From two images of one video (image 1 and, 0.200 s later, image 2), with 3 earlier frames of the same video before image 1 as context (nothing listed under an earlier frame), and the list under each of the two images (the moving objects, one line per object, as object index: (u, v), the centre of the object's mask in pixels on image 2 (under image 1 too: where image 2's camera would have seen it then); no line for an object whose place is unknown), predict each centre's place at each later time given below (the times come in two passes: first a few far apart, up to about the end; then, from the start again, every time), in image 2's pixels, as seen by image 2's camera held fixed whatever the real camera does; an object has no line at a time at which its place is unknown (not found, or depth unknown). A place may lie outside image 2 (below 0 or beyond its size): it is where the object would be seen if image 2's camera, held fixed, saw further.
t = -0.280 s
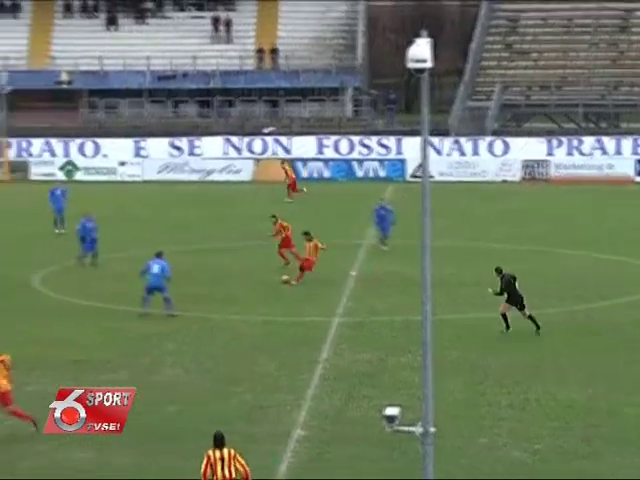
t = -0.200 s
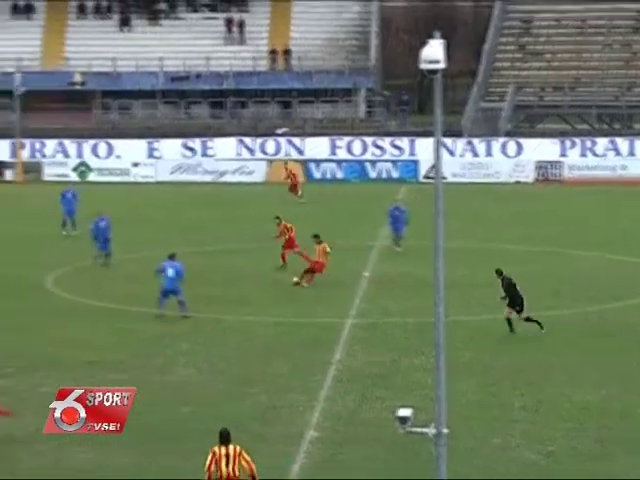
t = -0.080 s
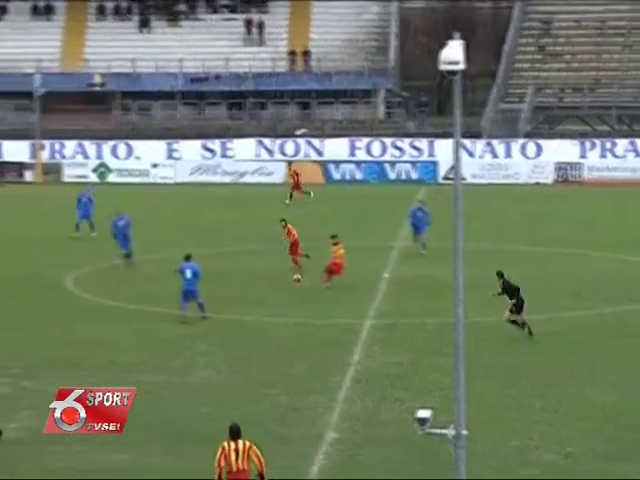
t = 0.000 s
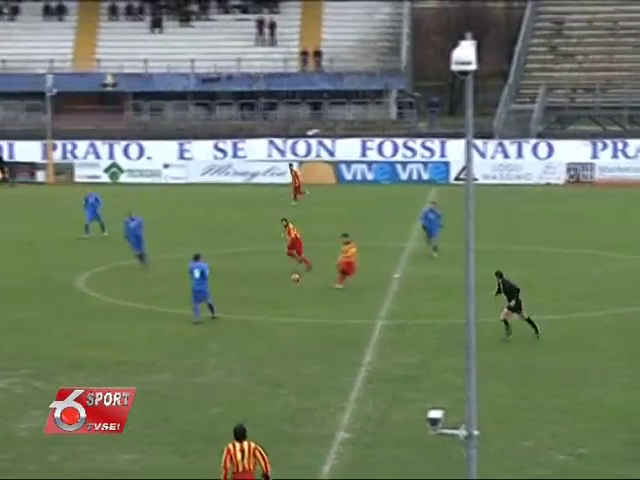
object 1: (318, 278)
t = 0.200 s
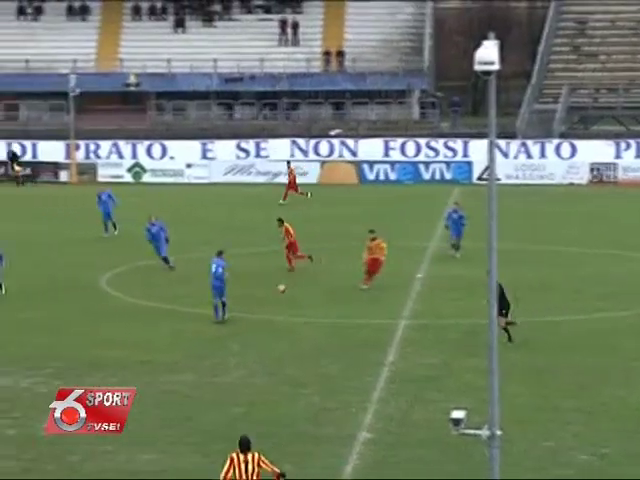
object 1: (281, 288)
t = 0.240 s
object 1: (273, 292)
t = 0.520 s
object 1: (223, 345)
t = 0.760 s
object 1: (174, 376)
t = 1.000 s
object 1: (123, 413)
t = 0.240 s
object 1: (273, 292)
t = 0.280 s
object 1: (265, 298)
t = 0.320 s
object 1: (259, 304)
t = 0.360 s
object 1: (250, 310)
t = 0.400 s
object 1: (246, 317)
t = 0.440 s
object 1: (238, 327)
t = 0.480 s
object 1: (230, 335)
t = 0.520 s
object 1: (223, 345)
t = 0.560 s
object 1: (215, 358)
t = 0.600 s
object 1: (207, 364)
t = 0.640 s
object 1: (199, 366)
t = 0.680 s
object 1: (192, 368)
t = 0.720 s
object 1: (185, 373)
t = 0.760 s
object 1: (174, 376)
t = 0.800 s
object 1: (169, 381)
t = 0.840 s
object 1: (160, 387)
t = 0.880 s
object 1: (151, 394)
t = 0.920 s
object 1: (142, 402)
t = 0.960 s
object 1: (134, 408)
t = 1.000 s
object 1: (123, 413)
